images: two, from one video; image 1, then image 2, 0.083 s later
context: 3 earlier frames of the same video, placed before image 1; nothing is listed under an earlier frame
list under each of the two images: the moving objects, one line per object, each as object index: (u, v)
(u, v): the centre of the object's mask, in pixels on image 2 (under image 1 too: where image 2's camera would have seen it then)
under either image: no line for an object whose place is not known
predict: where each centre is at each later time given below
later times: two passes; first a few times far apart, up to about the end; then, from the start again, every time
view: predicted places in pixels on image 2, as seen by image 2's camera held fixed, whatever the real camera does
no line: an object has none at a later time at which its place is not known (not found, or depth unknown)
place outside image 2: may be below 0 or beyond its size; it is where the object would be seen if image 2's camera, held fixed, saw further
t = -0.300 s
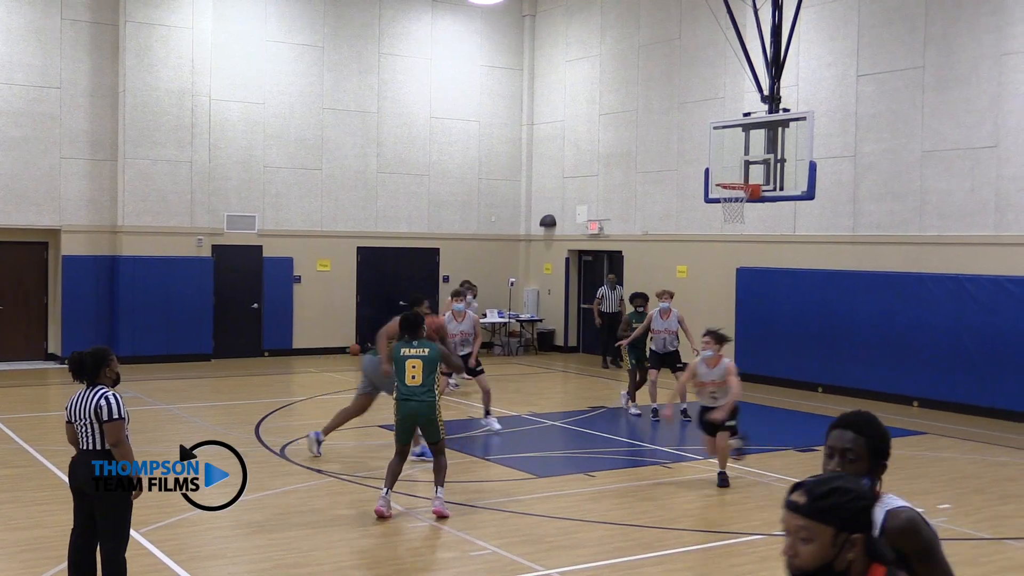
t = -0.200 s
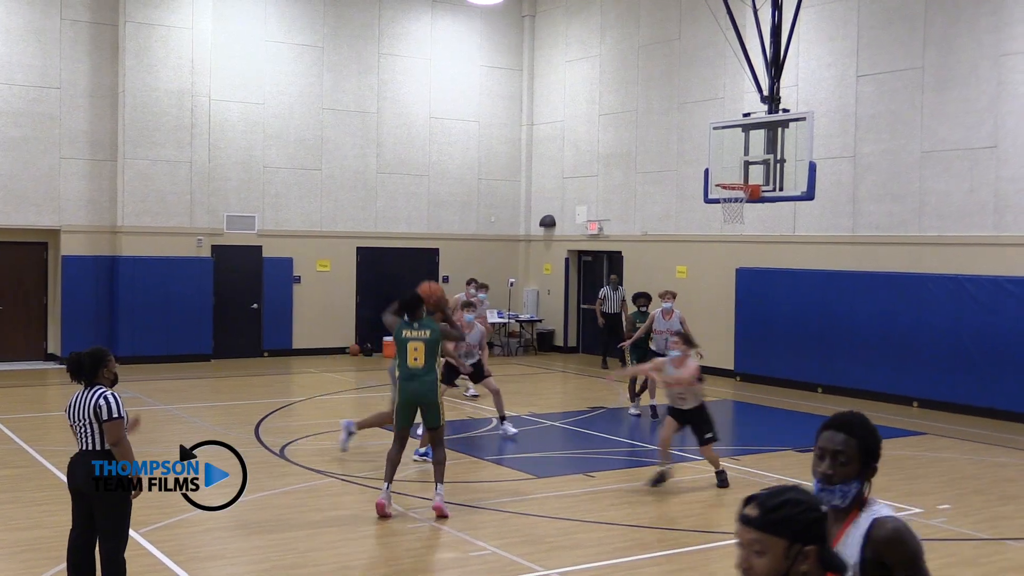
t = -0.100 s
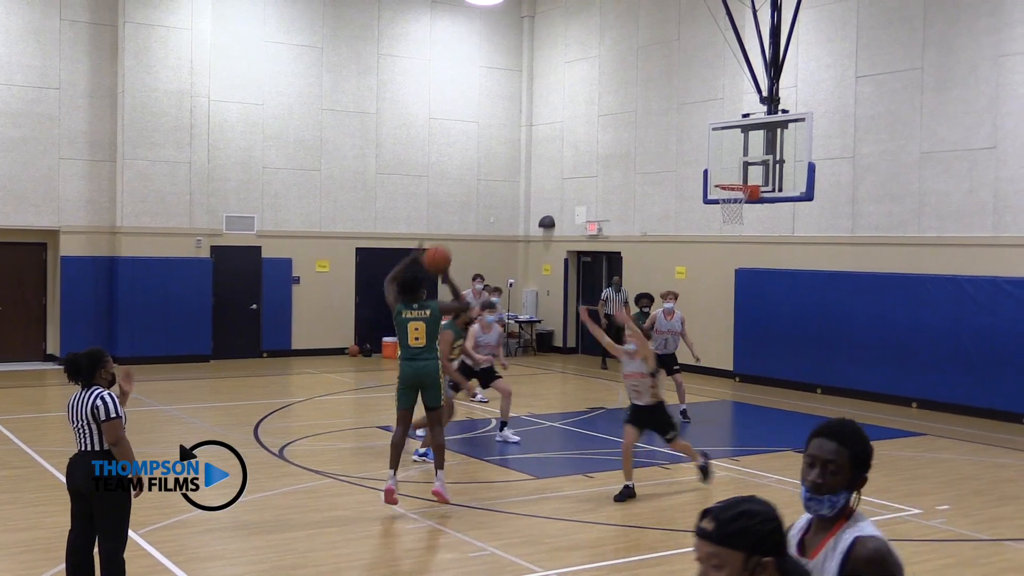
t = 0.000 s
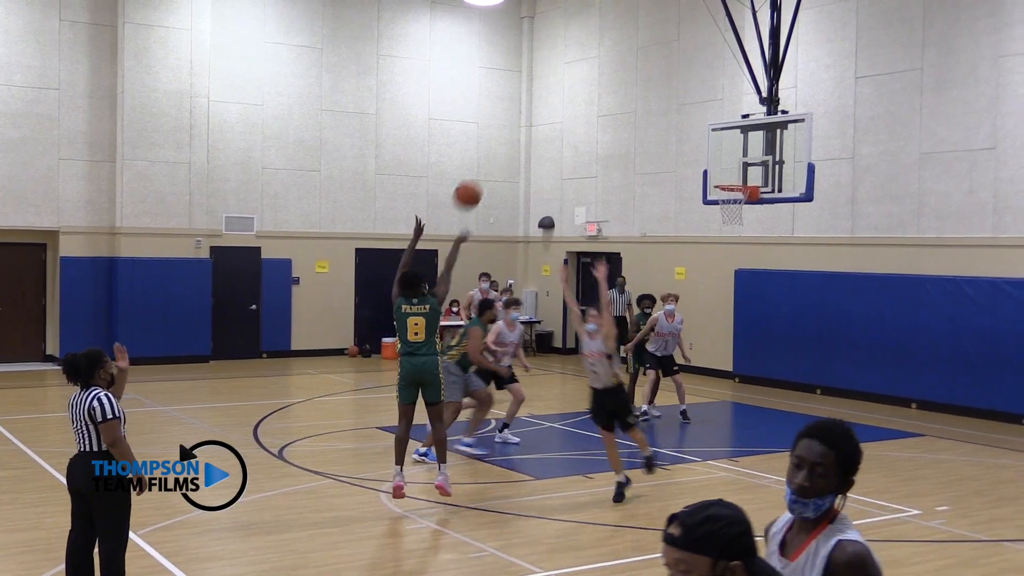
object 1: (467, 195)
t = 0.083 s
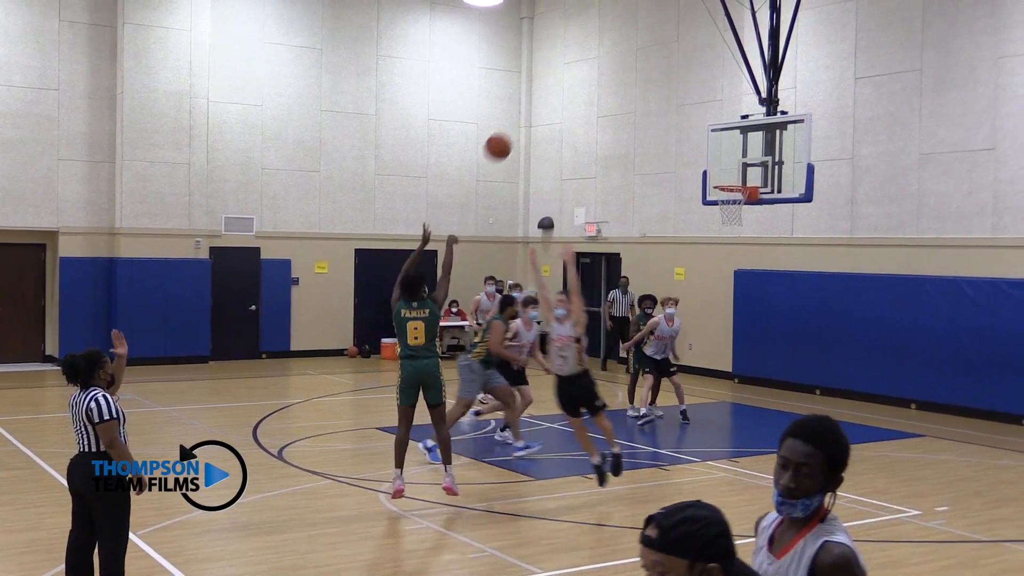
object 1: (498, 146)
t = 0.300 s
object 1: (568, 67)
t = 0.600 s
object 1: (645, 45)
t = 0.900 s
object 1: (704, 100)
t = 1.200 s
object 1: (720, 177)
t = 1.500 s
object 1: (604, 176)
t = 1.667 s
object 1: (535, 206)
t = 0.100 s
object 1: (504, 138)
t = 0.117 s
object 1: (510, 130)
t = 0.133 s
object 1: (516, 123)
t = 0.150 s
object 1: (521, 115)
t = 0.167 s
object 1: (527, 108)
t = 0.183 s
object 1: (533, 102)
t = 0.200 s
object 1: (538, 96)
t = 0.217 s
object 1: (543, 90)
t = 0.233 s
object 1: (548, 85)
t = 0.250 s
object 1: (553, 80)
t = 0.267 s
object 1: (558, 76)
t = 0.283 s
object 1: (563, 71)
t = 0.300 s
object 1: (568, 67)
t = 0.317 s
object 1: (573, 63)
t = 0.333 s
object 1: (578, 60)
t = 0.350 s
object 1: (583, 57)
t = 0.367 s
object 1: (587, 54)
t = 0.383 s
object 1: (592, 52)
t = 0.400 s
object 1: (596, 50)
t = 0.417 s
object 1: (601, 48)
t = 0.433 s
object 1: (605, 46)
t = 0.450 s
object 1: (609, 45)
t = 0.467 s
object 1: (614, 44)
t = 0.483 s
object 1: (618, 43)
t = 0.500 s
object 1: (622, 43)
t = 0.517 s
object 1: (626, 43)
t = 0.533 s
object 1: (630, 43)
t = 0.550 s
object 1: (634, 43)
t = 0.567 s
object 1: (638, 44)
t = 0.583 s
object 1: (641, 44)
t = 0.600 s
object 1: (645, 45)
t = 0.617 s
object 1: (649, 47)
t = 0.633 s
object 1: (652, 48)
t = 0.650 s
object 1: (656, 50)
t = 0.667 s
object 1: (660, 52)
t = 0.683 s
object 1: (663, 54)
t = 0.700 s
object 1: (667, 57)
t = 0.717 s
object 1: (670, 59)
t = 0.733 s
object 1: (673, 62)
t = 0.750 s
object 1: (677, 65)
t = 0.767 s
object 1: (680, 68)
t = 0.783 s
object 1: (683, 71)
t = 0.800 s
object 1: (686, 75)
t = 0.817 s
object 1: (689, 78)
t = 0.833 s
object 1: (692, 82)
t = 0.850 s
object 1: (695, 86)
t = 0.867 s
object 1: (698, 91)
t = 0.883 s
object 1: (701, 95)
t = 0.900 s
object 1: (704, 100)
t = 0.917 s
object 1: (707, 104)
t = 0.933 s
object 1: (710, 109)
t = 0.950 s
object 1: (712, 114)
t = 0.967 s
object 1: (715, 120)
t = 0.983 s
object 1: (718, 125)
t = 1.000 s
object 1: (720, 131)
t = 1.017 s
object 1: (724, 137)
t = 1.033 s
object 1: (726, 143)
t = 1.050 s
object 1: (728, 148)
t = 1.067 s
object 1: (731, 155)
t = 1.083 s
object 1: (733, 161)
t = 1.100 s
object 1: (736, 168)
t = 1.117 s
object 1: (737, 174)
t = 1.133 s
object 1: (740, 180)
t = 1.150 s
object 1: (738, 181)
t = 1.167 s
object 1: (732, 180)
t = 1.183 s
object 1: (726, 178)
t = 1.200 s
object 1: (720, 177)
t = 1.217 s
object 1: (714, 175)
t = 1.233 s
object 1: (708, 173)
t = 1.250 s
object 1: (702, 172)
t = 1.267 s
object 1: (695, 170)
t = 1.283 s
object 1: (689, 169)
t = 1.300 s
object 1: (682, 169)
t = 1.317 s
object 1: (676, 168)
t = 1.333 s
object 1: (669, 168)
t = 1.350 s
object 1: (663, 168)
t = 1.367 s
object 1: (657, 168)
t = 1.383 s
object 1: (650, 168)
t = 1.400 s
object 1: (643, 168)
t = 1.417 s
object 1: (637, 169)
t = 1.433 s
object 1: (630, 170)
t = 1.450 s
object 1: (624, 171)
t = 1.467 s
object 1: (617, 172)
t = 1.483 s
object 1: (611, 174)
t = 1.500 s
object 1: (604, 176)
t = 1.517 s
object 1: (598, 178)
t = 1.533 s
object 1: (590, 180)
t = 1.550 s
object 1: (584, 183)
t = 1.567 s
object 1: (577, 185)
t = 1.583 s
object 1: (570, 188)
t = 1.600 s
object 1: (563, 191)
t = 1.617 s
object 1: (556, 195)
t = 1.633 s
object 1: (549, 198)
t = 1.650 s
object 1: (542, 202)
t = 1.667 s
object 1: (535, 206)
